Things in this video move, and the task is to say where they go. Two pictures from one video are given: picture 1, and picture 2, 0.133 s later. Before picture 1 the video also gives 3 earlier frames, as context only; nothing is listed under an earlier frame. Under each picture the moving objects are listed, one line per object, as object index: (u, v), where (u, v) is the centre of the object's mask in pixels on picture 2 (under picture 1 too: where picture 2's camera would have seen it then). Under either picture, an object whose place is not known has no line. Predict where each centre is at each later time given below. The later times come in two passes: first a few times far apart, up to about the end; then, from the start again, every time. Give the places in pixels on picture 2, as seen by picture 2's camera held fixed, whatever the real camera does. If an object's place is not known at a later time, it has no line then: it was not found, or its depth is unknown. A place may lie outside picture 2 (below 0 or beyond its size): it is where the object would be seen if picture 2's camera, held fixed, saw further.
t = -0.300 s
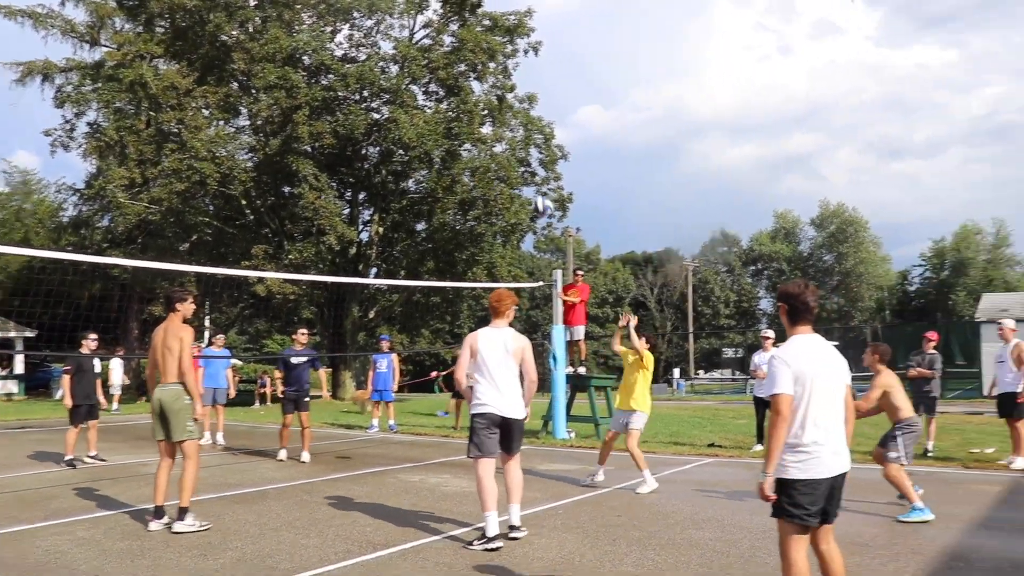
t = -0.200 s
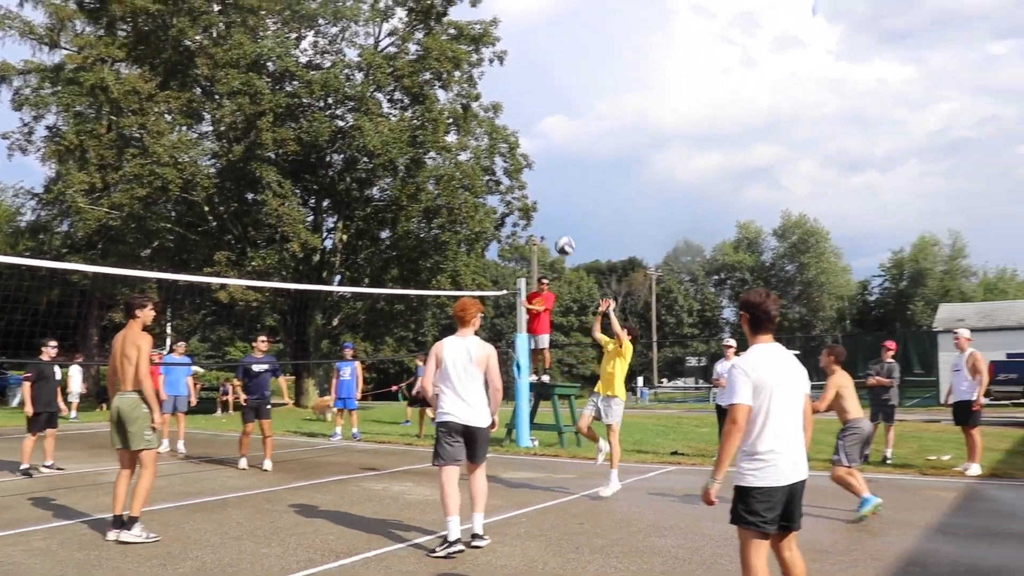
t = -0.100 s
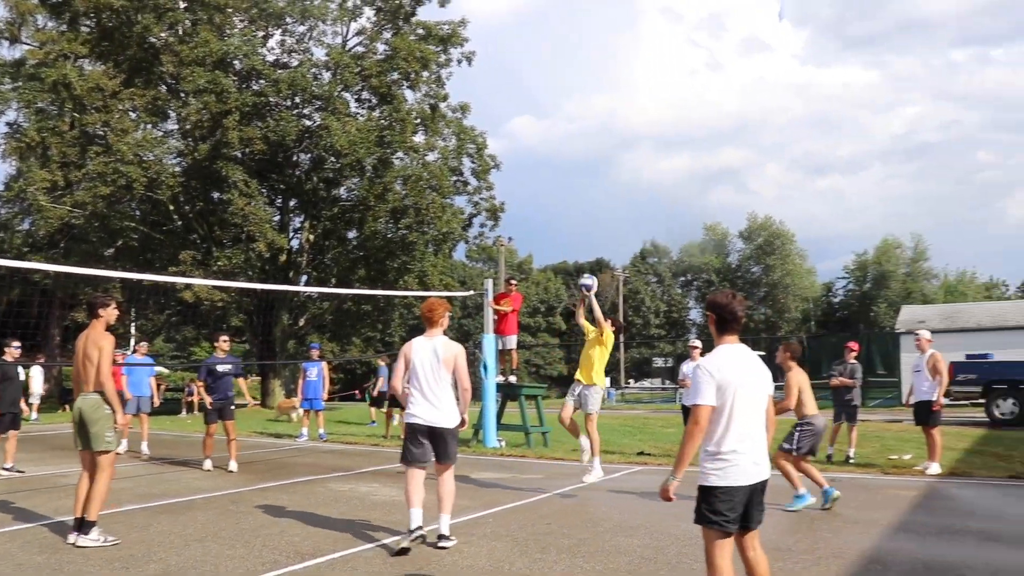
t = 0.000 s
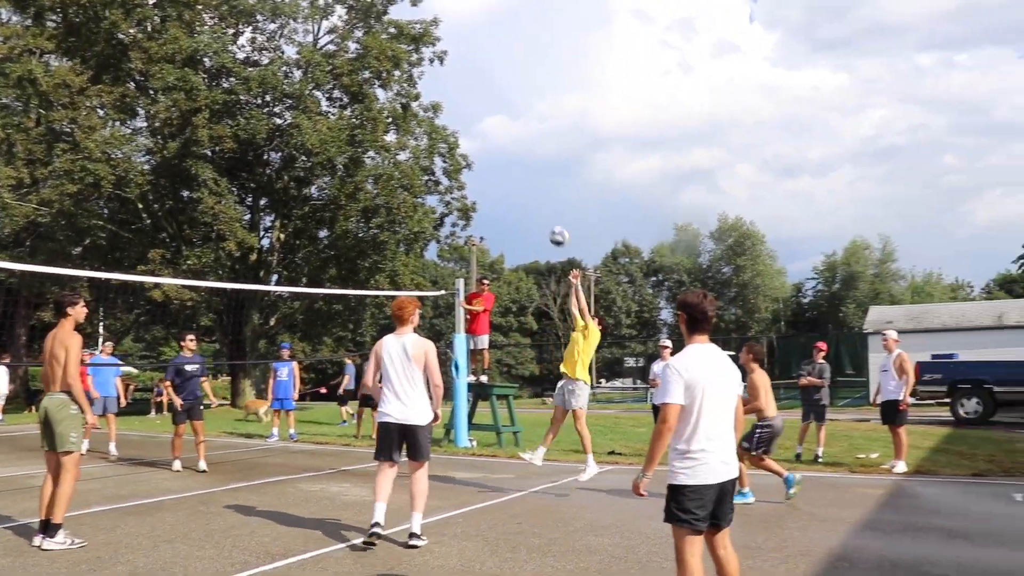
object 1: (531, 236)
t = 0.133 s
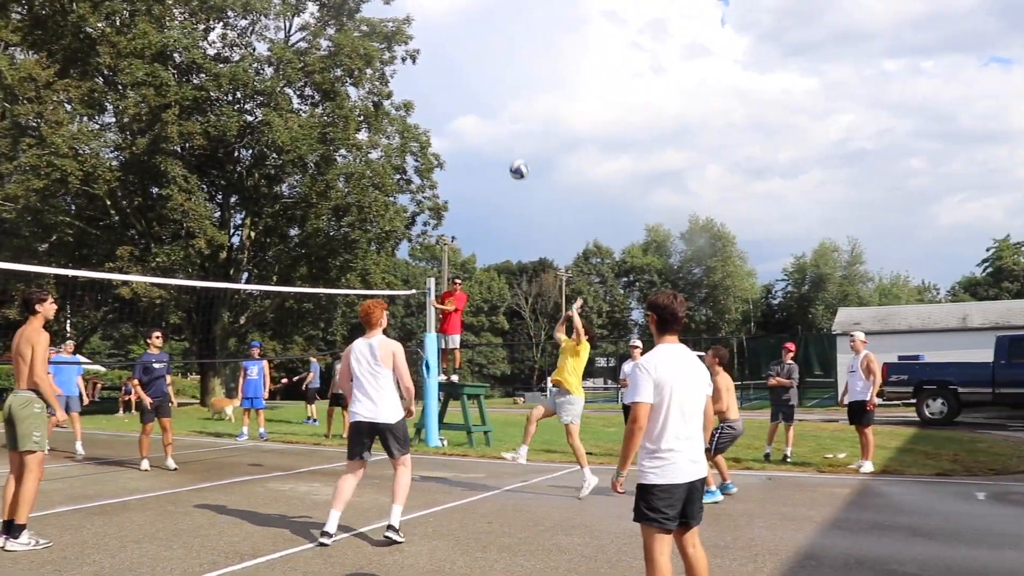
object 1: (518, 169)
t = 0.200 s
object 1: (513, 143)
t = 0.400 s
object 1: (497, 83)
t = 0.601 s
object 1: (481, 58)
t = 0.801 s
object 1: (465, 71)
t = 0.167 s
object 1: (515, 155)
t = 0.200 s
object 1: (513, 143)
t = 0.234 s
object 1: (510, 130)
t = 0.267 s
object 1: (507, 119)
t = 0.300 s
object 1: (504, 109)
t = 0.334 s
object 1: (502, 99)
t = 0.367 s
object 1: (499, 91)
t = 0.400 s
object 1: (497, 83)
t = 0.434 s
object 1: (494, 77)
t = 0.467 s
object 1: (491, 71)
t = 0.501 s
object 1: (489, 66)
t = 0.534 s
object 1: (486, 63)
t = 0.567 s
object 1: (483, 60)
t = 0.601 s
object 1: (481, 58)
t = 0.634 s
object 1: (478, 58)
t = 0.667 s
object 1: (476, 59)
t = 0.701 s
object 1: (473, 60)
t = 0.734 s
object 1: (470, 63)
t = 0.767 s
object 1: (468, 66)
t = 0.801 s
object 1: (465, 71)
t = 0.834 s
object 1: (462, 77)
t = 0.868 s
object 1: (459, 85)
